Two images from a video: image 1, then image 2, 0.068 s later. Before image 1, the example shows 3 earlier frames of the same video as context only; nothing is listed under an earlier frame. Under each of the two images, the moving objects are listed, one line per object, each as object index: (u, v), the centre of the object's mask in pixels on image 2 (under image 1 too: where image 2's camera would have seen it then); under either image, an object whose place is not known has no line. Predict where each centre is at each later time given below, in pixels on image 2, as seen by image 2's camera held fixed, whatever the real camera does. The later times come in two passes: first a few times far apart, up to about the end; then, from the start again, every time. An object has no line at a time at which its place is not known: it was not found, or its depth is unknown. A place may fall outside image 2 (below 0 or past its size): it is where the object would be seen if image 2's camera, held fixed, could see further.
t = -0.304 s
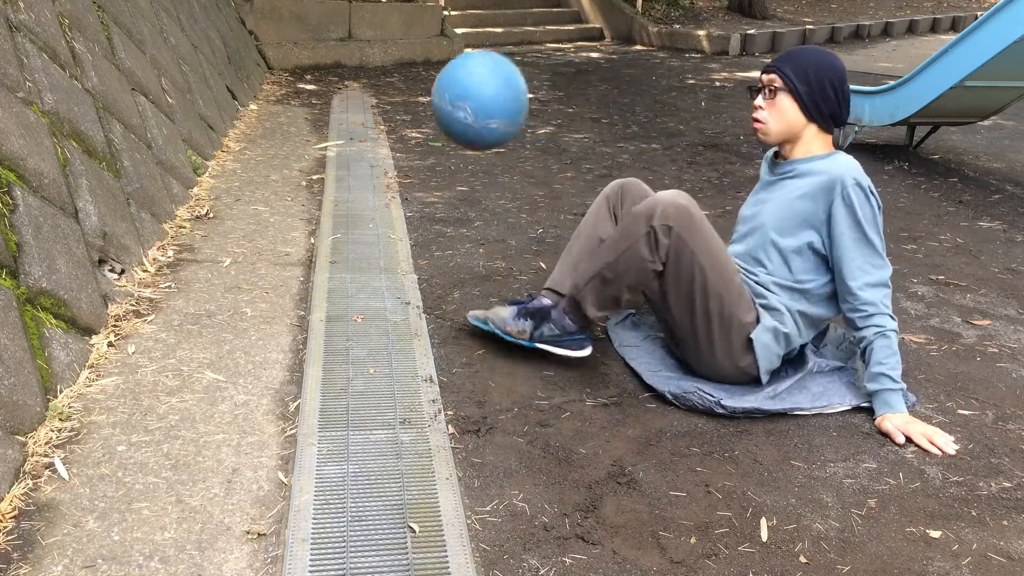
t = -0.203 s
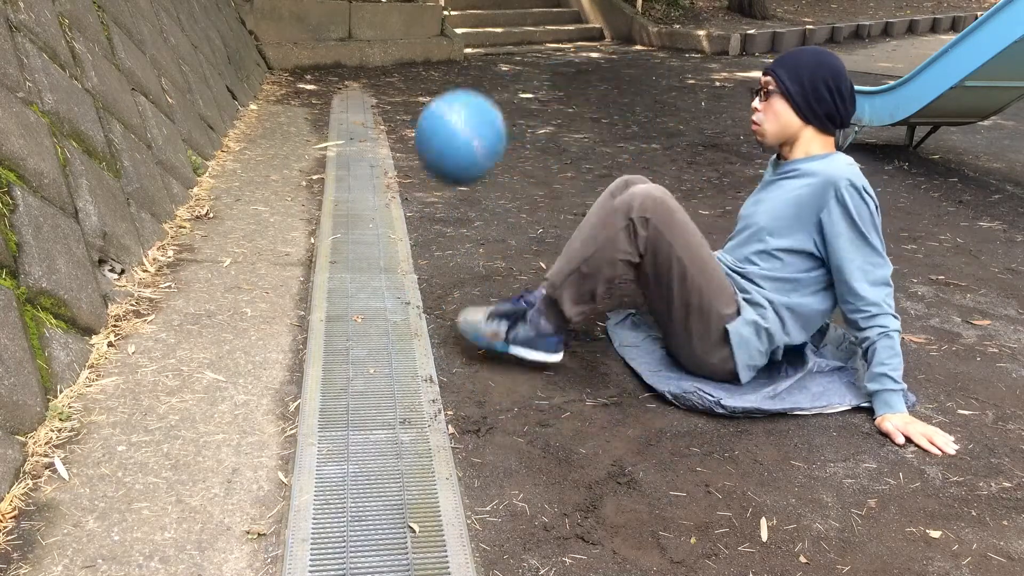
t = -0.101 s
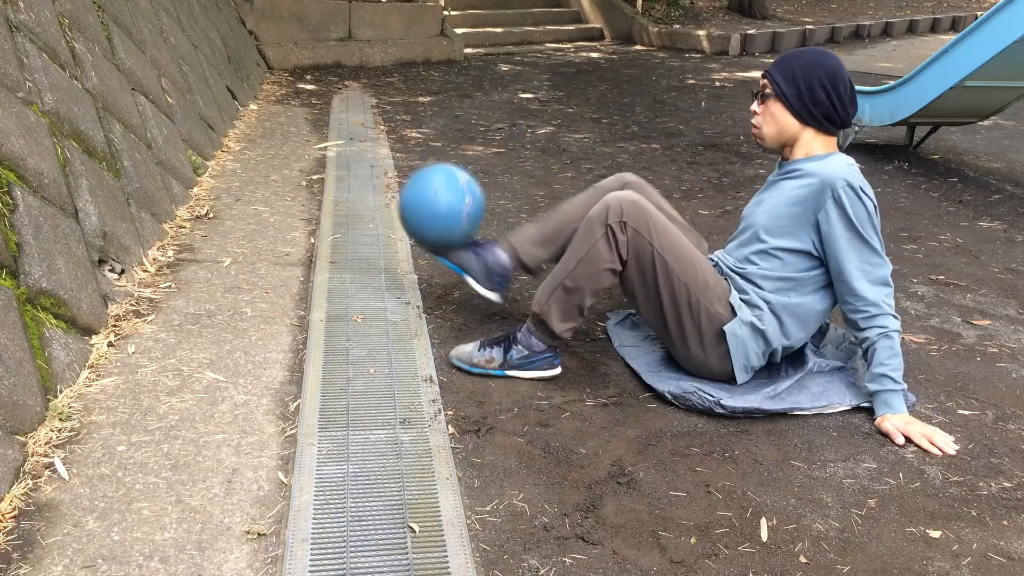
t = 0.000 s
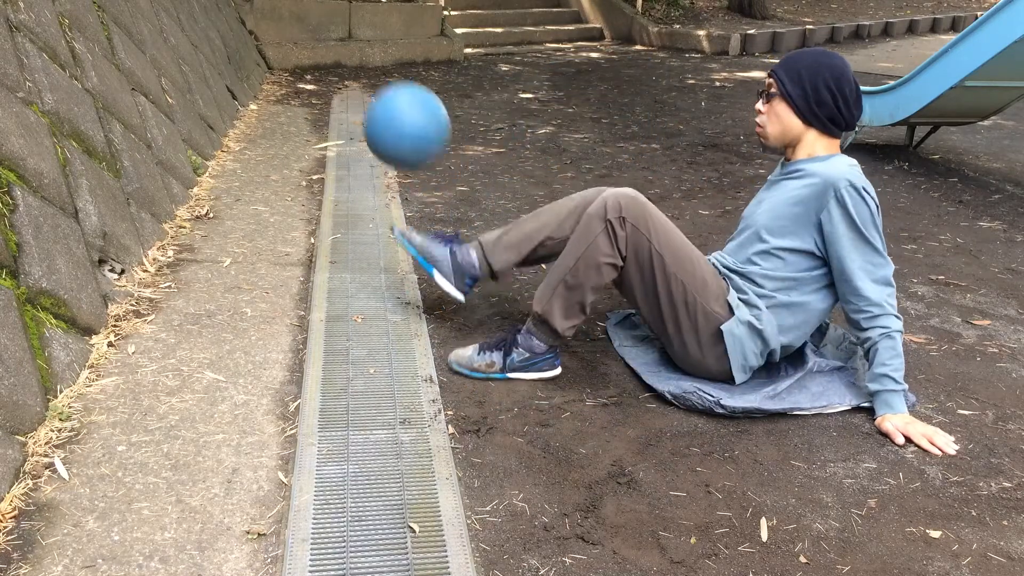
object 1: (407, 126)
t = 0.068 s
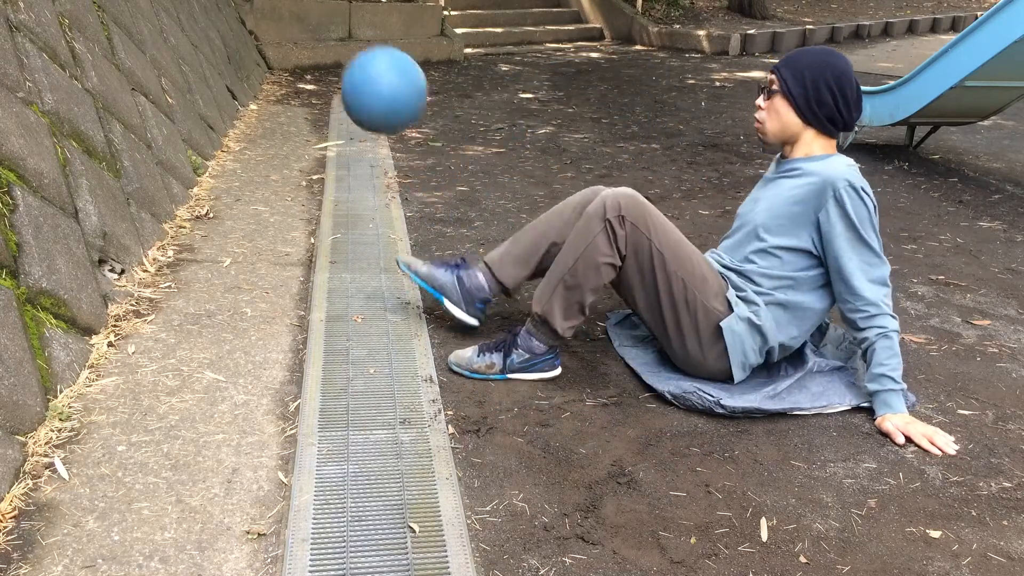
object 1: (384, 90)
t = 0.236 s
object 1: (328, 72)
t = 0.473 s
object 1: (261, 209)
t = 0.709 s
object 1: (281, 119)
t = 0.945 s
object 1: (319, 136)
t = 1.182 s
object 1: (355, 166)
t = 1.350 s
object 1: (374, 135)
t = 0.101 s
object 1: (373, 78)
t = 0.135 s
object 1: (361, 71)
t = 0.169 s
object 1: (350, 67)
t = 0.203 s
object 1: (339, 68)
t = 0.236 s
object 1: (328, 72)
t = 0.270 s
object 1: (317, 81)
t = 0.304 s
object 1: (307, 93)
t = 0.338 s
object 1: (297, 108)
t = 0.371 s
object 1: (287, 128)
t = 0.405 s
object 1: (277, 151)
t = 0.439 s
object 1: (269, 178)
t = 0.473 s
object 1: (261, 209)
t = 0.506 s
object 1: (254, 239)
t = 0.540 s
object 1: (258, 212)
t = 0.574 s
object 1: (262, 187)
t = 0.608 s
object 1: (267, 164)
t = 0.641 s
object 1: (271, 145)
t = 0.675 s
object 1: (276, 131)
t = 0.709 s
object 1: (281, 119)
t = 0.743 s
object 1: (286, 110)
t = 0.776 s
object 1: (291, 106)
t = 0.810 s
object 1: (296, 105)
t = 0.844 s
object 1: (302, 107)
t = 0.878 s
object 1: (307, 114)
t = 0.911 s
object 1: (313, 123)
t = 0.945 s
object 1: (319, 136)
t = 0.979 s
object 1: (325, 152)
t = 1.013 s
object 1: (330, 172)
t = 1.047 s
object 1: (336, 195)
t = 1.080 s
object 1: (342, 221)
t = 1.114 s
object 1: (347, 201)
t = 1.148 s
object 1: (350, 182)
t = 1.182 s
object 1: (355, 166)
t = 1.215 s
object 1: (358, 153)
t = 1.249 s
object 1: (362, 144)
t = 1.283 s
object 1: (366, 138)
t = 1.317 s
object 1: (370, 135)
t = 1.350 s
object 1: (374, 135)
